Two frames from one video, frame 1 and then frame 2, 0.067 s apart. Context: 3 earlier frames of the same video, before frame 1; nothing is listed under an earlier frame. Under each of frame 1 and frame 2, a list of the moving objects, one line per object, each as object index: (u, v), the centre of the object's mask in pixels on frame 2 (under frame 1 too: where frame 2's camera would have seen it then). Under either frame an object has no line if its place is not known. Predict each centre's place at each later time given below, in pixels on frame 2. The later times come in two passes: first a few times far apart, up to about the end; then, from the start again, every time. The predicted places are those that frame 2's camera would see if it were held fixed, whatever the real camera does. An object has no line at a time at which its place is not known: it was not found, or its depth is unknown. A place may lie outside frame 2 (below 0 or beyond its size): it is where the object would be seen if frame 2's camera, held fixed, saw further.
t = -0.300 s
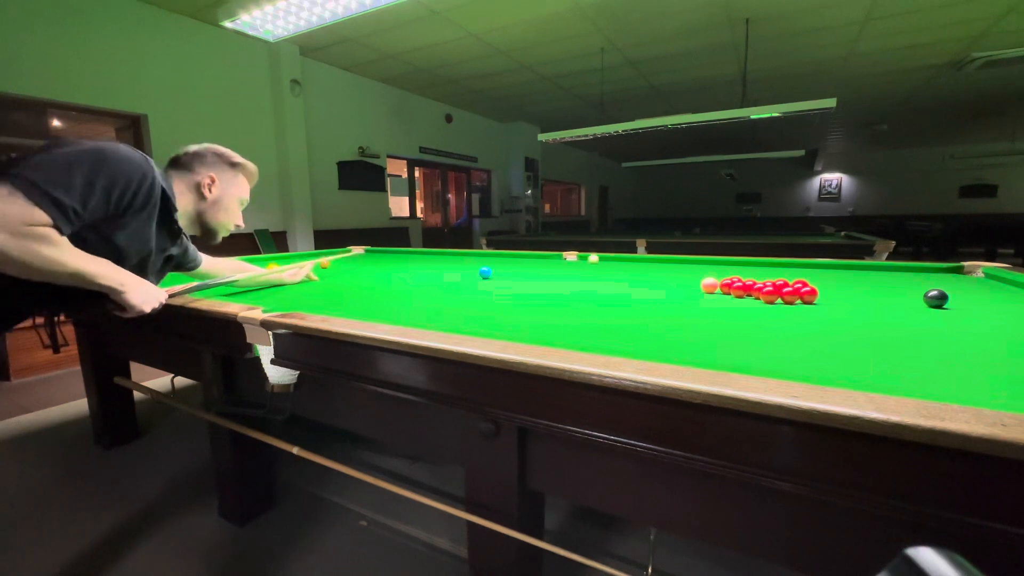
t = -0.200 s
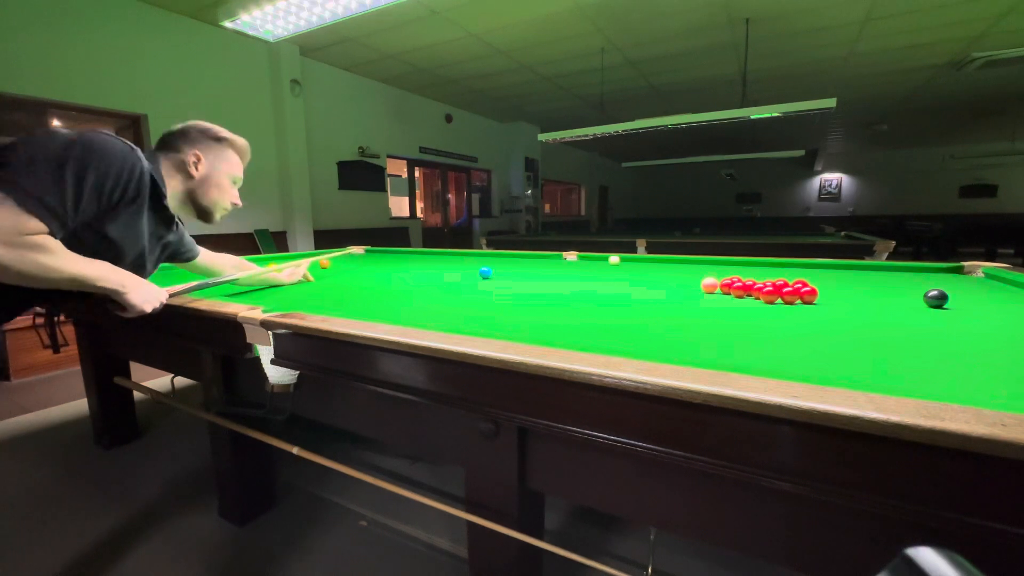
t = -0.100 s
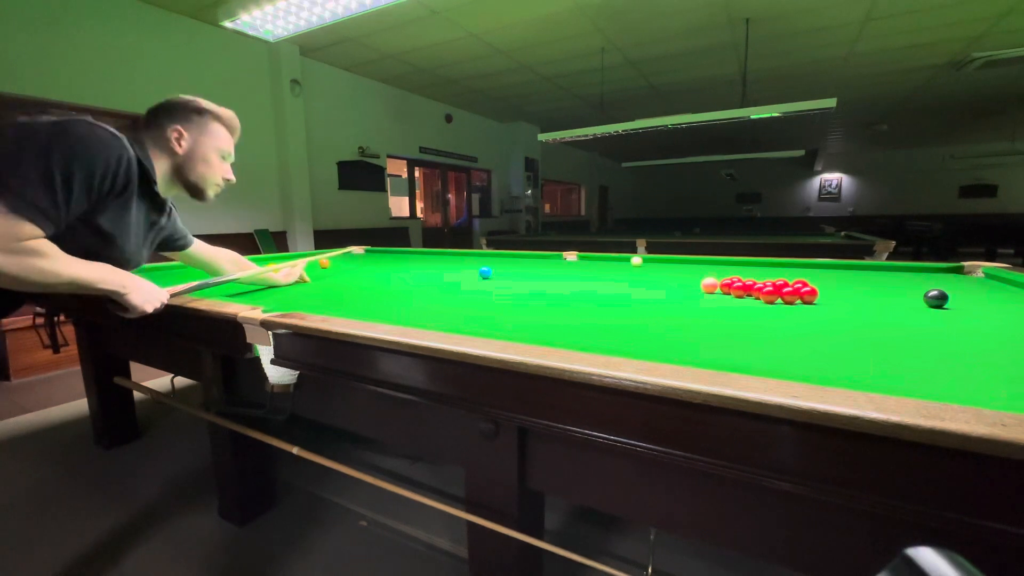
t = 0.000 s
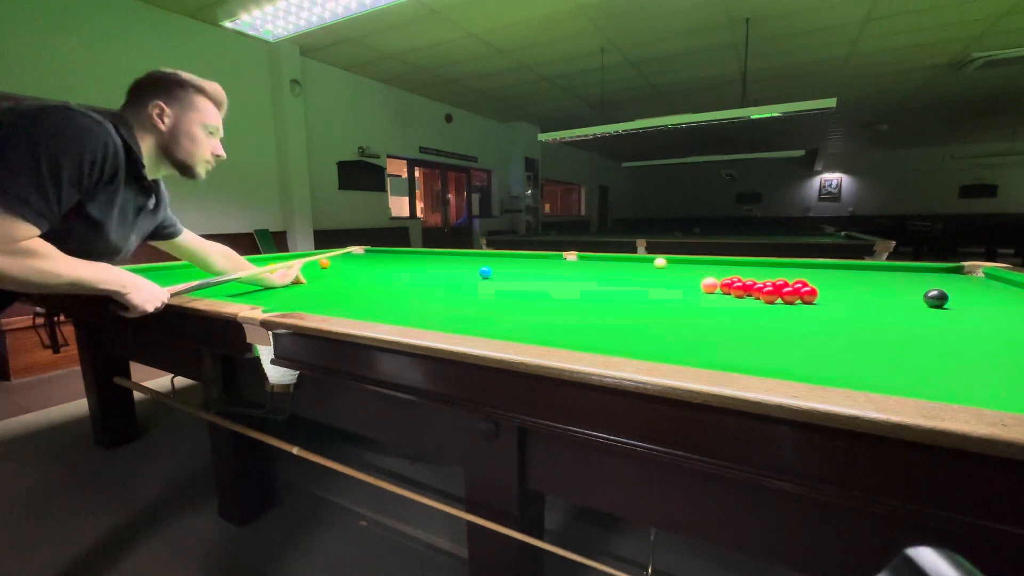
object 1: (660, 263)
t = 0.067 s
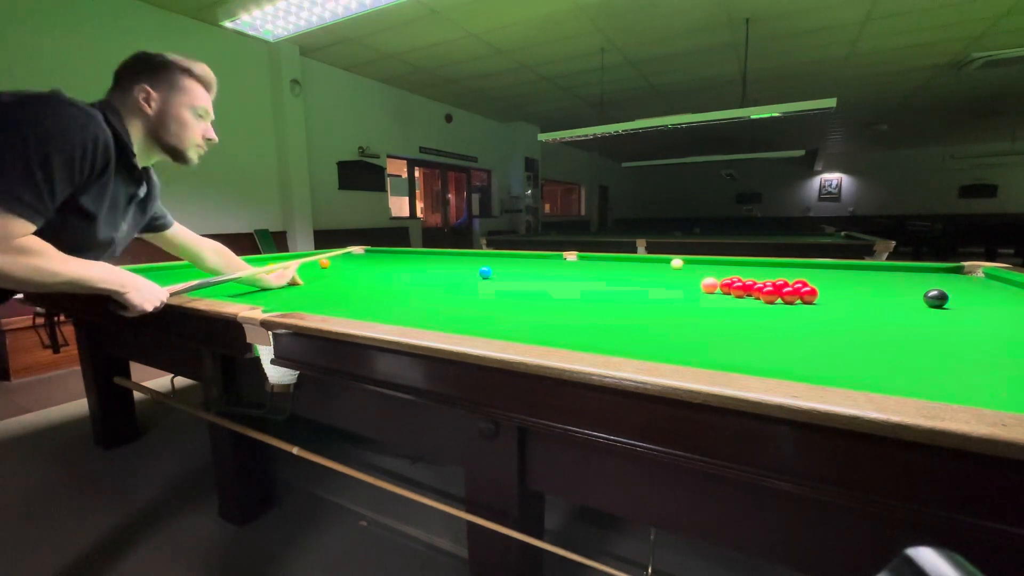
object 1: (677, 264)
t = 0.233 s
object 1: (722, 266)
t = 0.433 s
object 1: (784, 270)
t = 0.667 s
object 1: (870, 276)
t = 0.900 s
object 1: (976, 281)
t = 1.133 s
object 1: (984, 286)
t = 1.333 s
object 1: (942, 287)
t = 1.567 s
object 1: (890, 292)
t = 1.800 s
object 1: (837, 295)
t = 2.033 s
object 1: (822, 301)
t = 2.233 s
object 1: (813, 306)
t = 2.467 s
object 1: (801, 314)
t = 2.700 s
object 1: (787, 322)
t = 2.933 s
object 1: (774, 330)
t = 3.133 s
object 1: (760, 338)
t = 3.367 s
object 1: (745, 348)
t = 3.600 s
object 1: (727, 355)
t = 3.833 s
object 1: (716, 354)
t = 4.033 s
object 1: (711, 350)
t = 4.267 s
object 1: (707, 344)
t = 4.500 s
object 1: (704, 338)
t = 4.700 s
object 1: (703, 334)
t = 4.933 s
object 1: (700, 330)
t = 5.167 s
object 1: (699, 328)
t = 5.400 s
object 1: (698, 325)
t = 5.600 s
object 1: (697, 324)
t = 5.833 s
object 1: (697, 322)
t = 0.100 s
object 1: (685, 264)
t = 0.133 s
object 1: (694, 264)
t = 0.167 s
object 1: (703, 265)
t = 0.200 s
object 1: (712, 266)
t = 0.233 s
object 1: (722, 266)
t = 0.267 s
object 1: (732, 267)
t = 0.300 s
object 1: (742, 268)
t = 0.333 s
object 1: (752, 268)
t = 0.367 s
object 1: (763, 269)
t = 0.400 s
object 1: (773, 270)
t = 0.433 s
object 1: (784, 270)
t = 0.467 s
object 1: (796, 271)
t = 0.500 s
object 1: (807, 272)
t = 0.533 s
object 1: (819, 272)
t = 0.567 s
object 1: (831, 273)
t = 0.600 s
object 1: (844, 274)
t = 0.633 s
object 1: (857, 275)
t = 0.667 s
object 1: (870, 276)
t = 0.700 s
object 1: (884, 277)
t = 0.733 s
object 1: (899, 277)
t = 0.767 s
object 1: (913, 278)
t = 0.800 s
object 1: (928, 279)
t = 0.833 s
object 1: (944, 280)
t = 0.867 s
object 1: (960, 281)
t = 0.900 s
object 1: (976, 281)
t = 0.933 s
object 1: (993, 283)
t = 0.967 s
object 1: (1010, 284)
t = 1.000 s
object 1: (1016, 285)
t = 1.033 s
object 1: (1010, 285)
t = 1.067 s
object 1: (1000, 286)
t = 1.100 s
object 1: (992, 286)
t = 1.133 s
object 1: (984, 286)
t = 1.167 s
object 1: (977, 287)
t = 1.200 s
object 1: (970, 287)
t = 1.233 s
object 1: (963, 287)
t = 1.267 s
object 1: (955, 288)
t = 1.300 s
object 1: (950, 287)
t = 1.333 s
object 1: (942, 287)
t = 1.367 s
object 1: (933, 286)
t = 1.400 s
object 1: (924, 288)
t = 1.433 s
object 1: (917, 290)
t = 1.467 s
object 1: (911, 291)
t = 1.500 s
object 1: (904, 291)
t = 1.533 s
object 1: (897, 292)
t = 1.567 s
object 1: (890, 292)
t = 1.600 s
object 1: (882, 293)
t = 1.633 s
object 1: (874, 293)
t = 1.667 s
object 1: (867, 293)
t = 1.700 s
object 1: (860, 294)
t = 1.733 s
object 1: (852, 295)
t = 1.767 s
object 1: (845, 295)
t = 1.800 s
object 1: (837, 295)
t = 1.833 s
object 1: (830, 296)
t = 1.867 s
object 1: (829, 297)
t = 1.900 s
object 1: (828, 298)
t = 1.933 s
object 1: (827, 299)
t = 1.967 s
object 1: (825, 300)
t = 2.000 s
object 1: (824, 300)
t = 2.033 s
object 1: (822, 301)
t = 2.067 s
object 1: (821, 302)
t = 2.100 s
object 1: (820, 303)
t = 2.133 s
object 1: (818, 304)
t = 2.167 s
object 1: (816, 305)
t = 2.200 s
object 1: (814, 306)
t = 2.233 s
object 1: (813, 306)
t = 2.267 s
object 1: (811, 308)
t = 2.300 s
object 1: (810, 309)
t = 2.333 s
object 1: (808, 310)
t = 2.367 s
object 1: (806, 311)
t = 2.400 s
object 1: (805, 312)
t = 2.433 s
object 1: (803, 313)
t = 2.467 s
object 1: (801, 314)
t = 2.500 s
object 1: (799, 315)
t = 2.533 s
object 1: (797, 316)
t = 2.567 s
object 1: (795, 317)
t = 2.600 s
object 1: (793, 318)
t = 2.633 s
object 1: (791, 319)
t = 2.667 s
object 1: (789, 320)
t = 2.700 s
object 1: (787, 322)
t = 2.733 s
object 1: (786, 323)
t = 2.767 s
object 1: (784, 324)
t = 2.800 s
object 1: (782, 325)
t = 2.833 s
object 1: (780, 327)
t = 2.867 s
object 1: (778, 328)
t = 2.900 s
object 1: (776, 329)
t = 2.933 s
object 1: (774, 330)
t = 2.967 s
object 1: (772, 331)
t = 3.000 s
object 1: (769, 333)
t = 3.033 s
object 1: (767, 334)
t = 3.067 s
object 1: (765, 336)
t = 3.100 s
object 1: (763, 337)
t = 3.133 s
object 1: (760, 338)
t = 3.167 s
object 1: (758, 339)
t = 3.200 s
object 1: (756, 341)
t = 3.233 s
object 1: (753, 343)
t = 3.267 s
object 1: (751, 344)
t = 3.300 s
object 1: (749, 345)
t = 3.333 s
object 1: (747, 347)
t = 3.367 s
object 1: (745, 348)
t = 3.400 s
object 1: (742, 350)
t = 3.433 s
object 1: (740, 351)
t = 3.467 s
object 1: (737, 352)
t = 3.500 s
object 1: (735, 353)
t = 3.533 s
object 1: (733, 353)
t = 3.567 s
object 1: (730, 354)
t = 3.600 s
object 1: (727, 355)
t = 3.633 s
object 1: (724, 356)
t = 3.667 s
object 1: (722, 356)
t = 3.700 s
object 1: (719, 357)
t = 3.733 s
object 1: (718, 356)
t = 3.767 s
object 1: (717, 355)
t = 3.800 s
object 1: (717, 355)
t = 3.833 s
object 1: (716, 354)
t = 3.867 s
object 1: (716, 353)
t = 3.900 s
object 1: (714, 353)
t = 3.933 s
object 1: (714, 352)
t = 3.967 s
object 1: (713, 351)
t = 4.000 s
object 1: (712, 350)
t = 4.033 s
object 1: (711, 350)
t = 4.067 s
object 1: (711, 349)
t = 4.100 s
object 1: (710, 348)
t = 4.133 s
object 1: (709, 347)
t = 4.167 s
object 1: (709, 347)
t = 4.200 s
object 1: (708, 346)
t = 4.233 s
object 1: (708, 345)
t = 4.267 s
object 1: (707, 344)
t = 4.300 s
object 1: (707, 343)
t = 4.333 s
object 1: (706, 343)
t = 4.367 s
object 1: (706, 342)
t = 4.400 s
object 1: (706, 341)
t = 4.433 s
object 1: (705, 340)
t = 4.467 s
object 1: (705, 339)
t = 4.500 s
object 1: (704, 338)
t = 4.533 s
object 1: (704, 337)
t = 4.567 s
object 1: (704, 337)
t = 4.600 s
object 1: (703, 336)
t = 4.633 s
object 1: (703, 336)
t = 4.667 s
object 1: (703, 335)
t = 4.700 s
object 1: (703, 334)
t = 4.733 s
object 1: (702, 333)
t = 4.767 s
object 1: (702, 333)
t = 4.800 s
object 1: (701, 332)
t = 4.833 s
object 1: (701, 332)
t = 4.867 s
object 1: (701, 331)
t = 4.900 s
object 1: (701, 331)
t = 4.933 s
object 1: (700, 330)
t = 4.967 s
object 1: (701, 330)
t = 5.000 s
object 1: (700, 329)
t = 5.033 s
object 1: (700, 329)
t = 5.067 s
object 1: (700, 329)
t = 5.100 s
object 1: (699, 328)
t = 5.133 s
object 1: (699, 328)
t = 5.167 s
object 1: (699, 328)
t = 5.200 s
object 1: (699, 327)
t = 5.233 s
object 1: (698, 327)
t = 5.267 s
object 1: (698, 327)
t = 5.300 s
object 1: (698, 326)
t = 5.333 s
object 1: (698, 326)
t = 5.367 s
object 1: (698, 326)
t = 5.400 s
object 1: (698, 325)
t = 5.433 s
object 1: (697, 325)
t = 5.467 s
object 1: (698, 325)
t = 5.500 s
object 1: (697, 325)
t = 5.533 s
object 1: (697, 324)
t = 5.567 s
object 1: (697, 324)
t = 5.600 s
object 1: (697, 324)
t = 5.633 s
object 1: (697, 324)
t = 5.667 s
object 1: (697, 323)
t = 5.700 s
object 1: (697, 323)
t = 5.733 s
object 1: (697, 323)
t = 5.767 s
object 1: (697, 323)
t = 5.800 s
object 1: (697, 323)
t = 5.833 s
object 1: (697, 322)
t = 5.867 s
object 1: (697, 323)
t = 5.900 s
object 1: (697, 322)
